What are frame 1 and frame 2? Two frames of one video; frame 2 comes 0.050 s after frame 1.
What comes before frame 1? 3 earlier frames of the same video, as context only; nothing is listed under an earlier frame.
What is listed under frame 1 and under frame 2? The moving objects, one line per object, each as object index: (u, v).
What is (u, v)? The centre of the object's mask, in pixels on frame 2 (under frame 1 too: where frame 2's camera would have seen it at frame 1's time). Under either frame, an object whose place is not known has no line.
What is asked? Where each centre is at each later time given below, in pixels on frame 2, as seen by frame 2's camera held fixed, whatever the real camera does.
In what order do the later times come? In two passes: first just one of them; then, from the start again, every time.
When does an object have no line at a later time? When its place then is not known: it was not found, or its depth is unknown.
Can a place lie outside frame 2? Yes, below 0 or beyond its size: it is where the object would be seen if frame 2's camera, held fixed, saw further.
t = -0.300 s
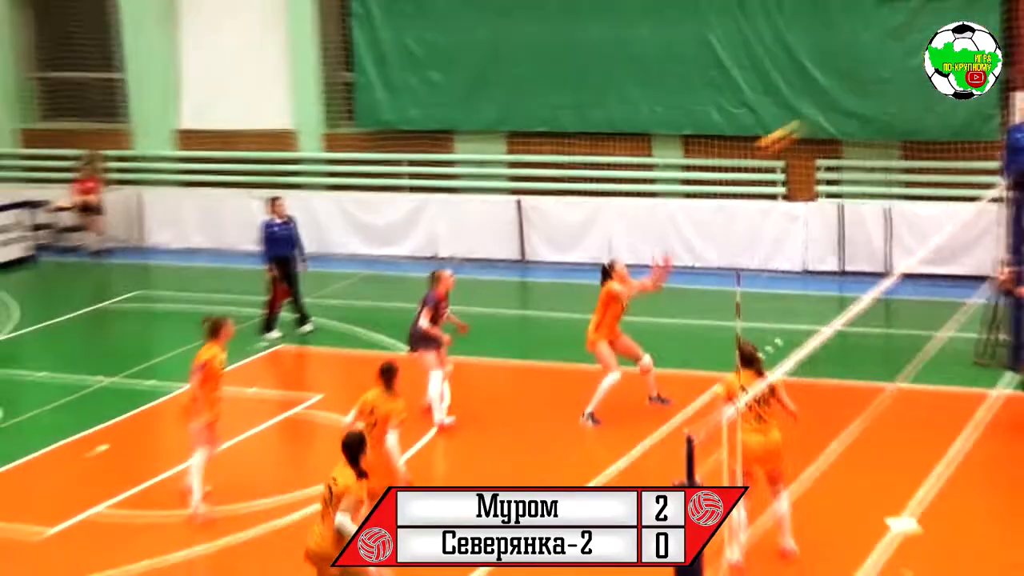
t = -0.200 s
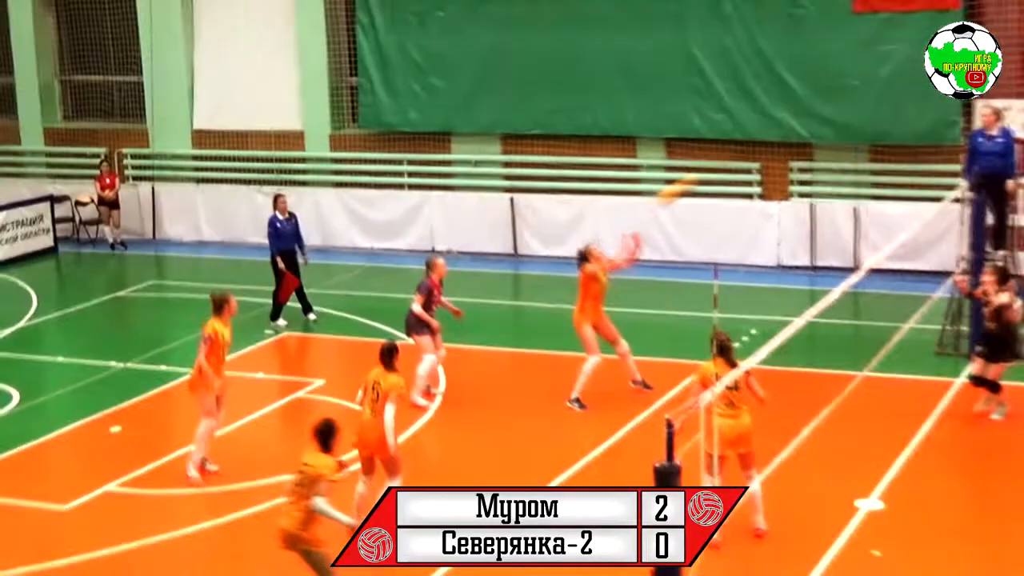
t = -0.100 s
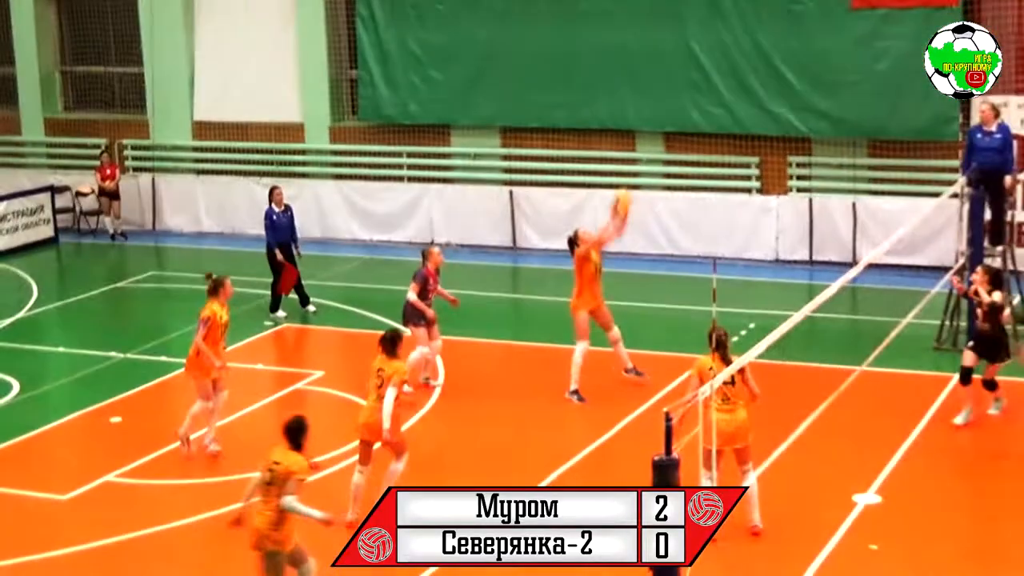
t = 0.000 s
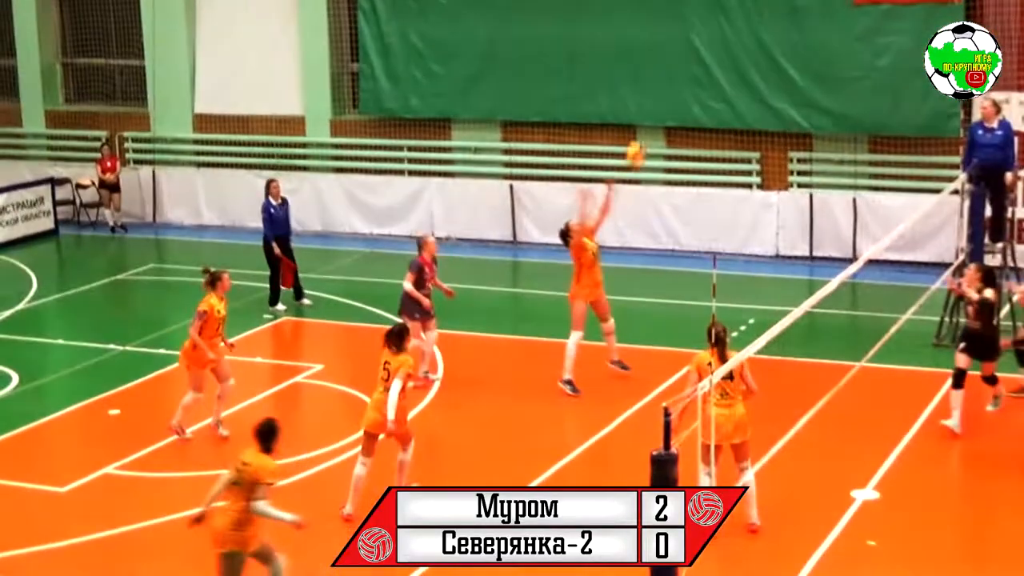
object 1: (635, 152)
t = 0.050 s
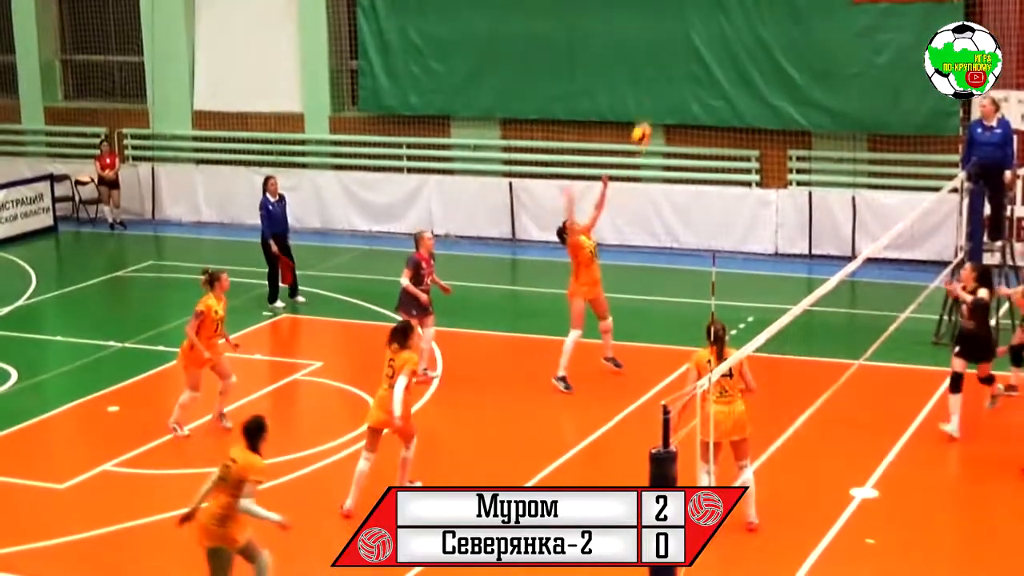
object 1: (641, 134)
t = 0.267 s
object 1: (672, 78)
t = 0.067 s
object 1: (644, 127)
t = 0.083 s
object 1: (646, 121)
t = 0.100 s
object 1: (649, 117)
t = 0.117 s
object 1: (651, 111)
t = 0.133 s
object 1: (653, 106)
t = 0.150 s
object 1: (656, 102)
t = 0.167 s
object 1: (658, 98)
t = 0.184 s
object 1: (661, 93)
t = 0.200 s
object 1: (663, 90)
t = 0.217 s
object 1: (665, 87)
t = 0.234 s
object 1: (667, 84)
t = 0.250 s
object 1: (670, 81)
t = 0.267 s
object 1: (672, 78)
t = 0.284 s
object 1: (674, 75)
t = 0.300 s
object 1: (677, 73)
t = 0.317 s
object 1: (679, 70)
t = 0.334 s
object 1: (681, 68)
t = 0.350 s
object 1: (683, 67)
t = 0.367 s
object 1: (686, 66)
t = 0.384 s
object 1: (688, 66)
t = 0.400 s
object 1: (690, 65)
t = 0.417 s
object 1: (692, 64)
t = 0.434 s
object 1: (695, 65)
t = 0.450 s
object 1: (698, 64)
